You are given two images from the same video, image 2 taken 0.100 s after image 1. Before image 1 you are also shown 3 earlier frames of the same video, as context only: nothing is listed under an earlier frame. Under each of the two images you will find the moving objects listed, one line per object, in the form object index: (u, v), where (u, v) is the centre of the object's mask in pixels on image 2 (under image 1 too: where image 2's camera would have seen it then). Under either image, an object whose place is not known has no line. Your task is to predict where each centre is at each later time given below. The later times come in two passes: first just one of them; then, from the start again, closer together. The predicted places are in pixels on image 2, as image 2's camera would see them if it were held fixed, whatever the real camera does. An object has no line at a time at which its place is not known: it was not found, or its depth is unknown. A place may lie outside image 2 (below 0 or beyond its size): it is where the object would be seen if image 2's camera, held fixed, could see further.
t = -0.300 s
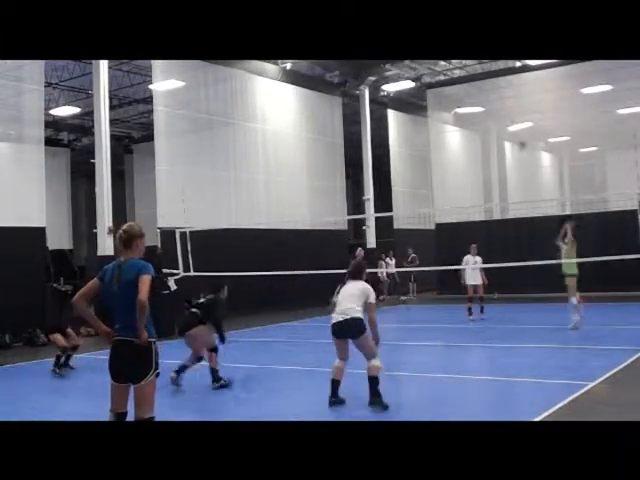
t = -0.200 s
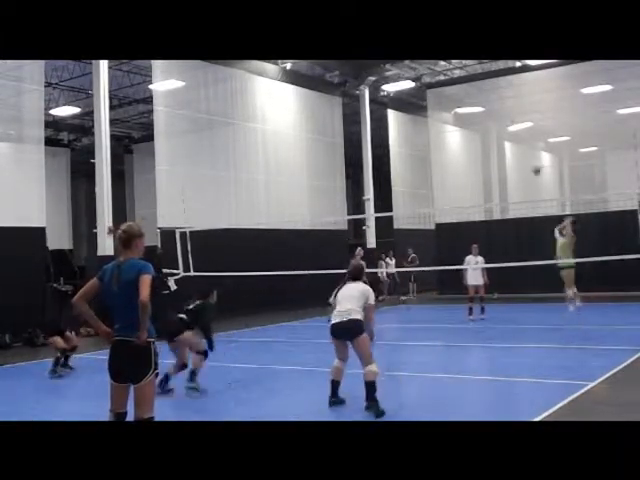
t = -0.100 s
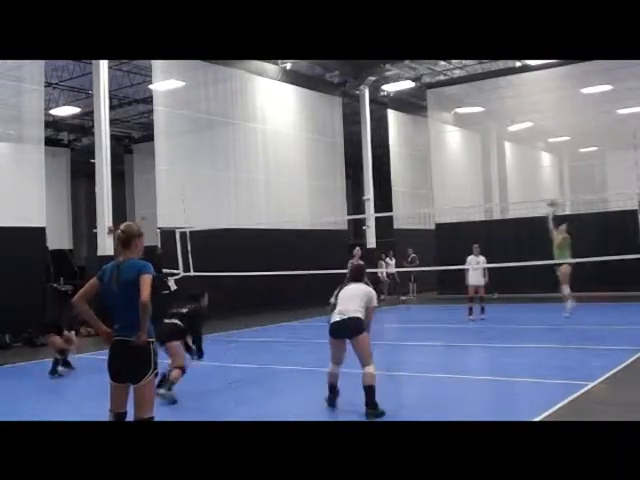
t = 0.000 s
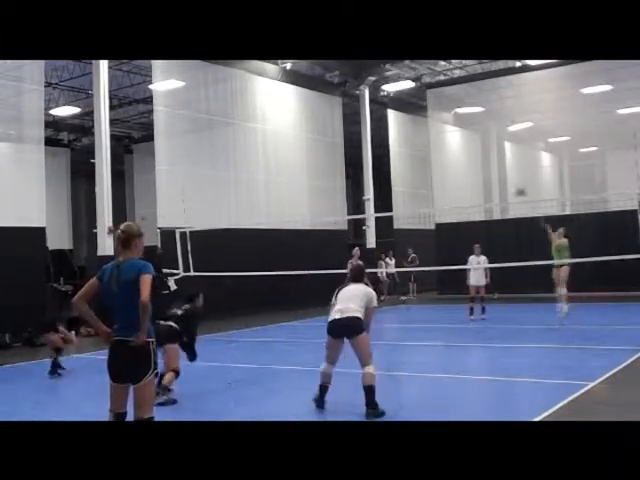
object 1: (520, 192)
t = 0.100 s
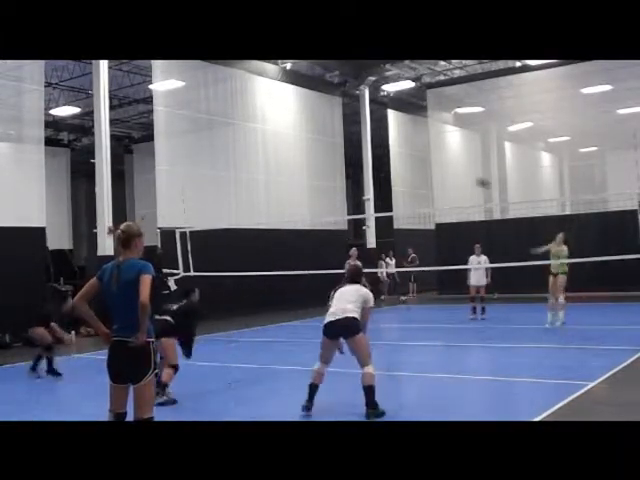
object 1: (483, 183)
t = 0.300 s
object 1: (388, 179)
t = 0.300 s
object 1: (388, 179)
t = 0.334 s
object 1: (374, 181)
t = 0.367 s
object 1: (353, 184)
